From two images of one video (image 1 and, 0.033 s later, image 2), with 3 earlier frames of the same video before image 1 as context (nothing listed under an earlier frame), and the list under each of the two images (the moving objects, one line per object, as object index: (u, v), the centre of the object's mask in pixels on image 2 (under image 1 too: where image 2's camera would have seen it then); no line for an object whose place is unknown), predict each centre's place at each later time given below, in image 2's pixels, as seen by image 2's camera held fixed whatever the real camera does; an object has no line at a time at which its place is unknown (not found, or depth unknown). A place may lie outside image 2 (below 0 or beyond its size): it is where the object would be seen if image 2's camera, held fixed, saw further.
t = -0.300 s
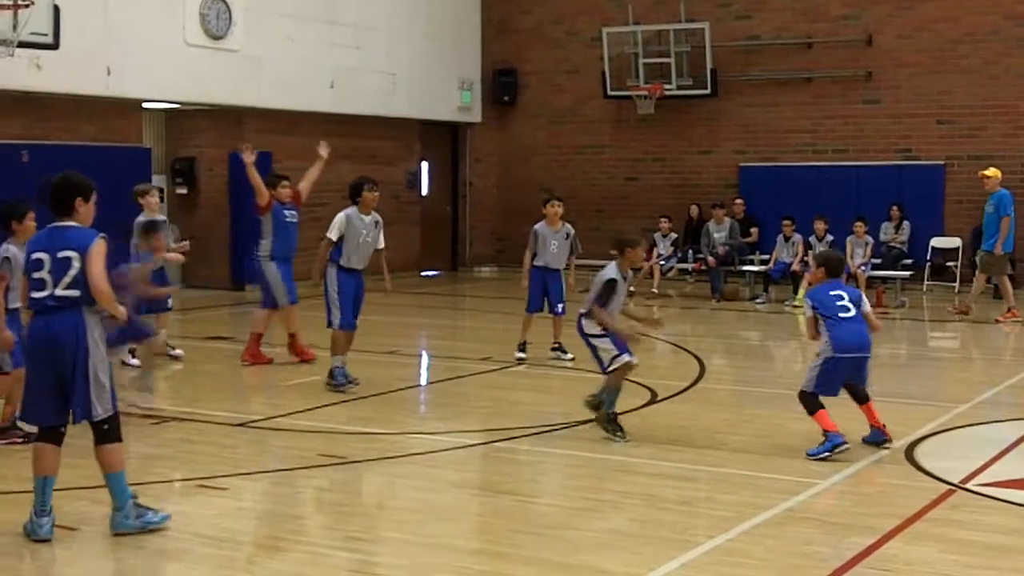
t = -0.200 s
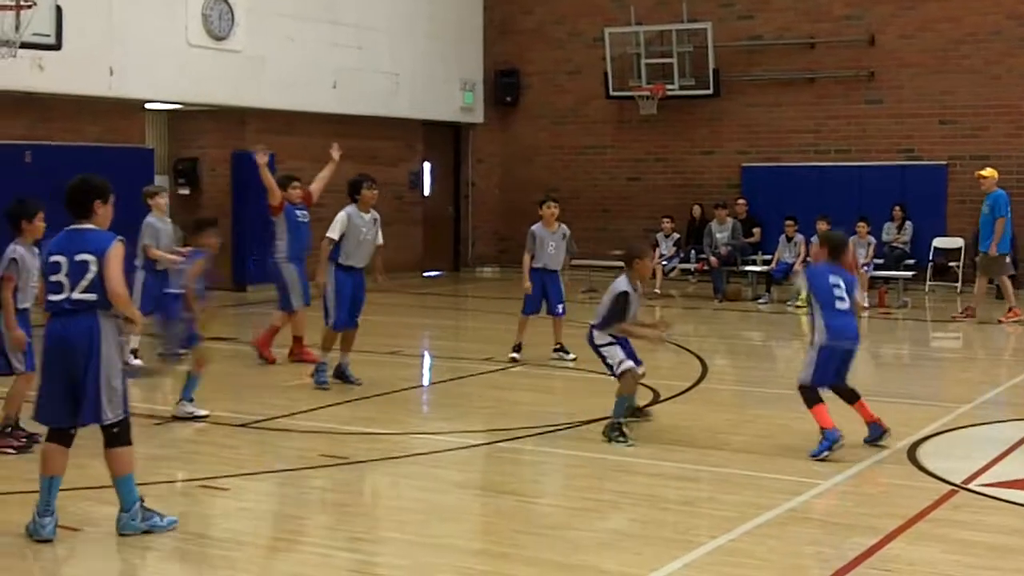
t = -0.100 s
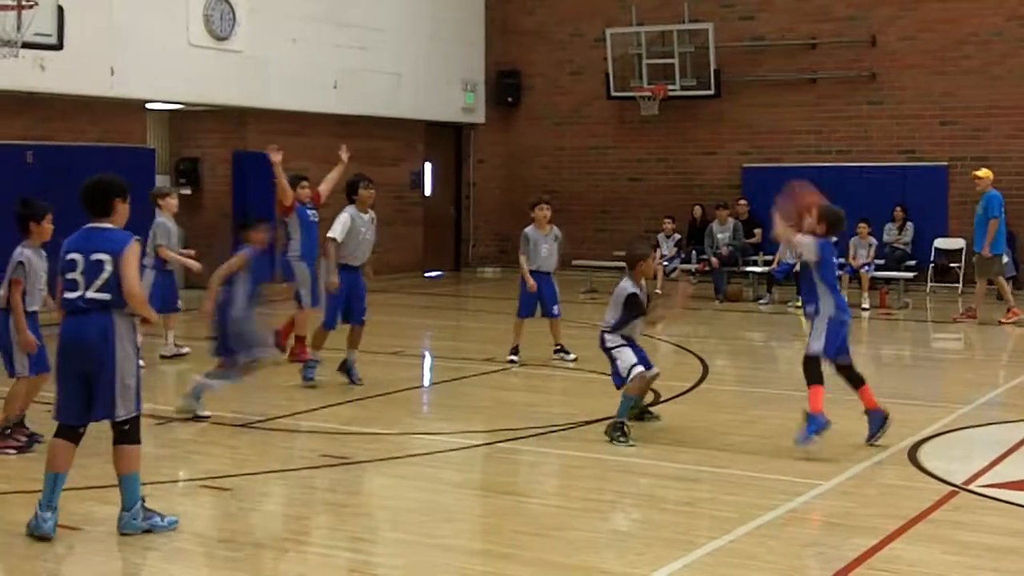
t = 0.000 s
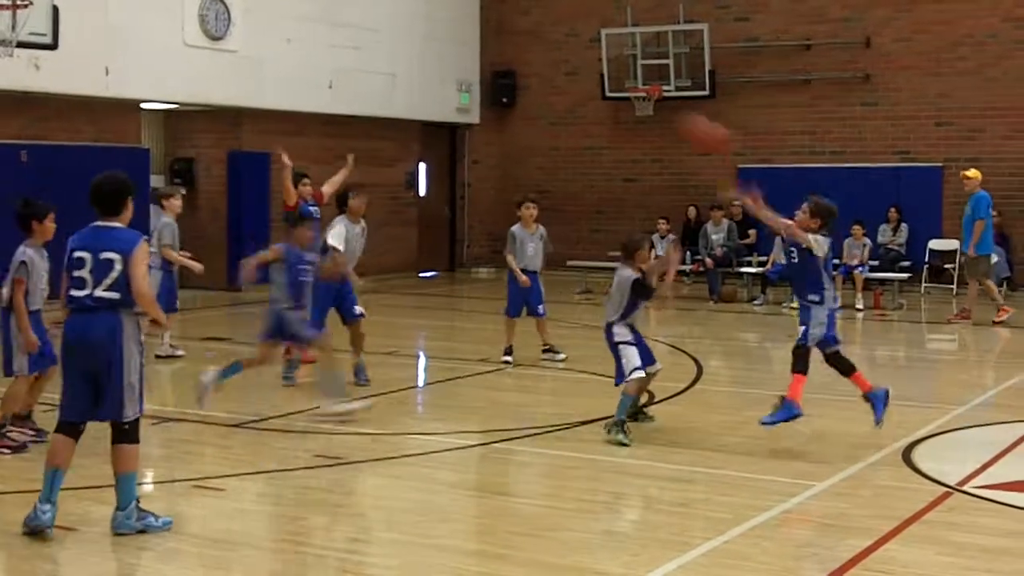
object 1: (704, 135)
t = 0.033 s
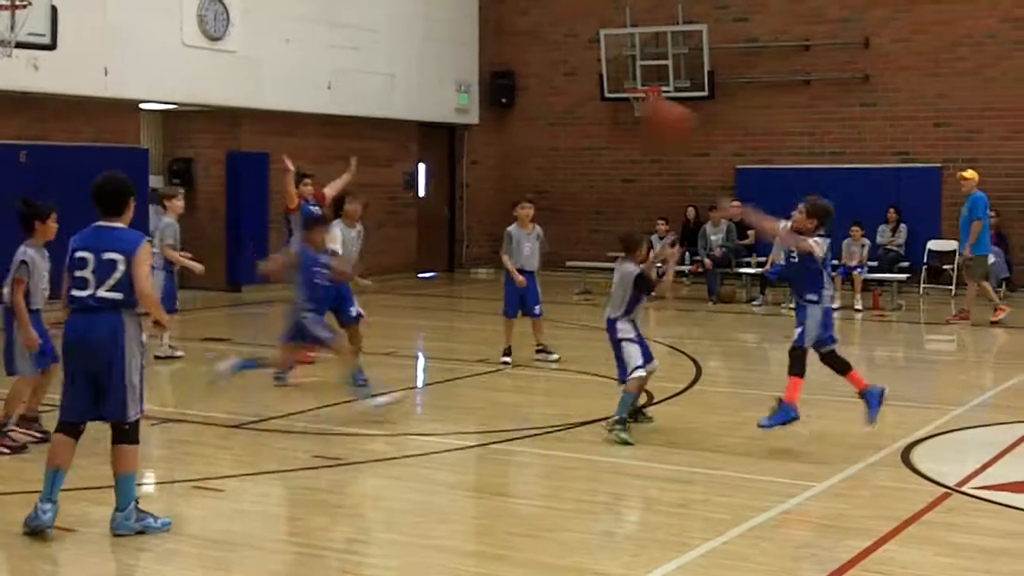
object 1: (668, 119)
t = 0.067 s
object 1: (632, 97)
